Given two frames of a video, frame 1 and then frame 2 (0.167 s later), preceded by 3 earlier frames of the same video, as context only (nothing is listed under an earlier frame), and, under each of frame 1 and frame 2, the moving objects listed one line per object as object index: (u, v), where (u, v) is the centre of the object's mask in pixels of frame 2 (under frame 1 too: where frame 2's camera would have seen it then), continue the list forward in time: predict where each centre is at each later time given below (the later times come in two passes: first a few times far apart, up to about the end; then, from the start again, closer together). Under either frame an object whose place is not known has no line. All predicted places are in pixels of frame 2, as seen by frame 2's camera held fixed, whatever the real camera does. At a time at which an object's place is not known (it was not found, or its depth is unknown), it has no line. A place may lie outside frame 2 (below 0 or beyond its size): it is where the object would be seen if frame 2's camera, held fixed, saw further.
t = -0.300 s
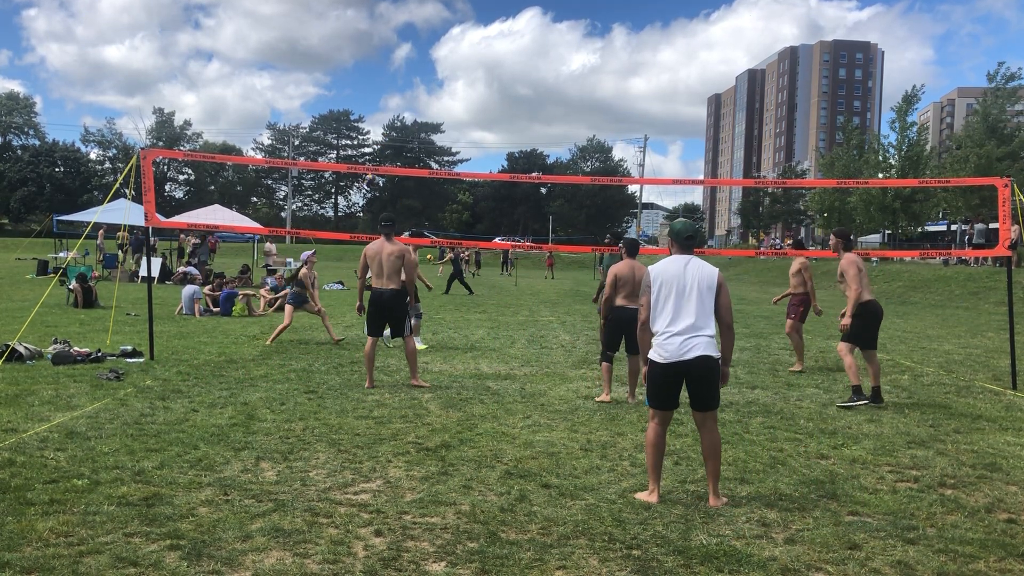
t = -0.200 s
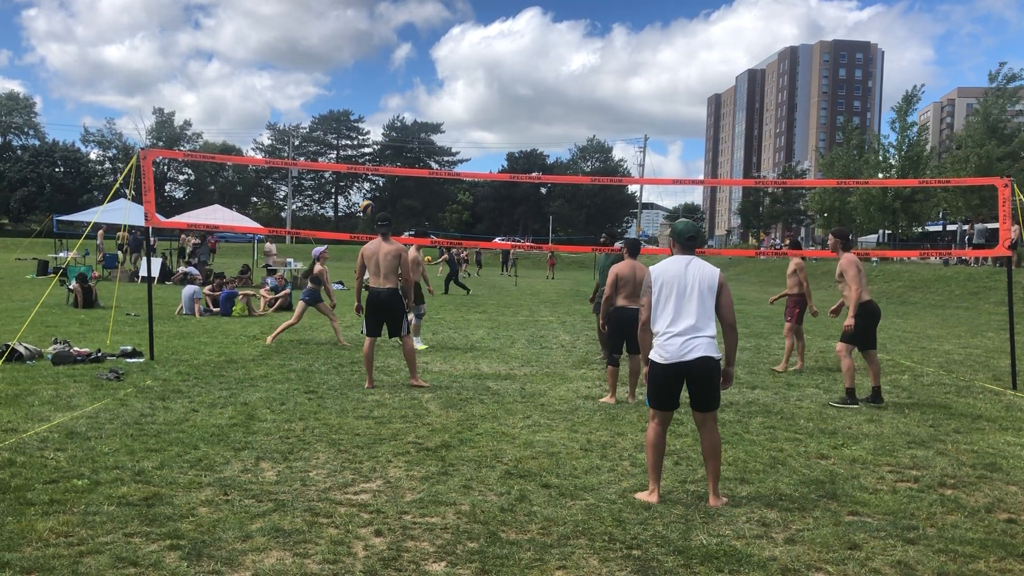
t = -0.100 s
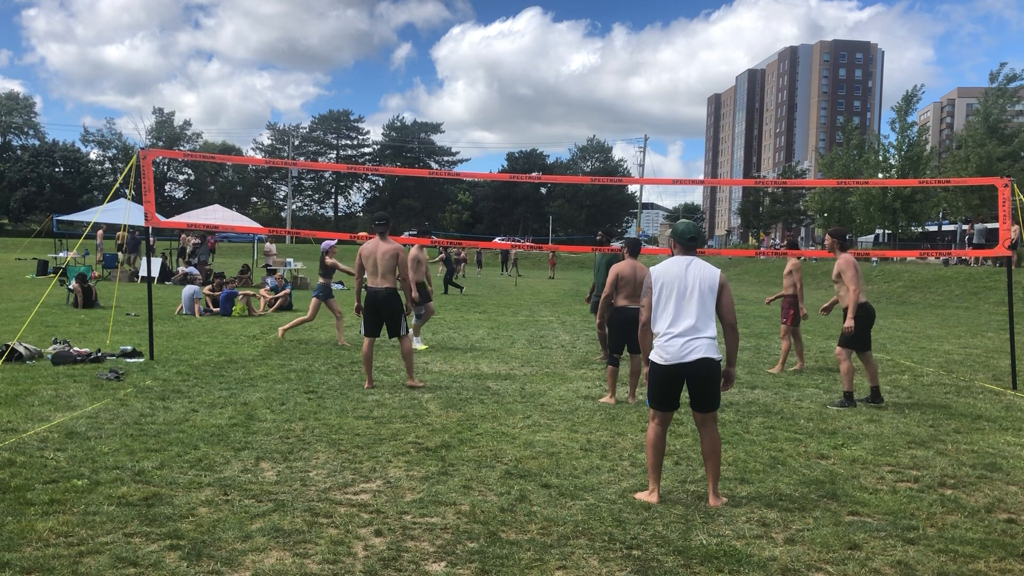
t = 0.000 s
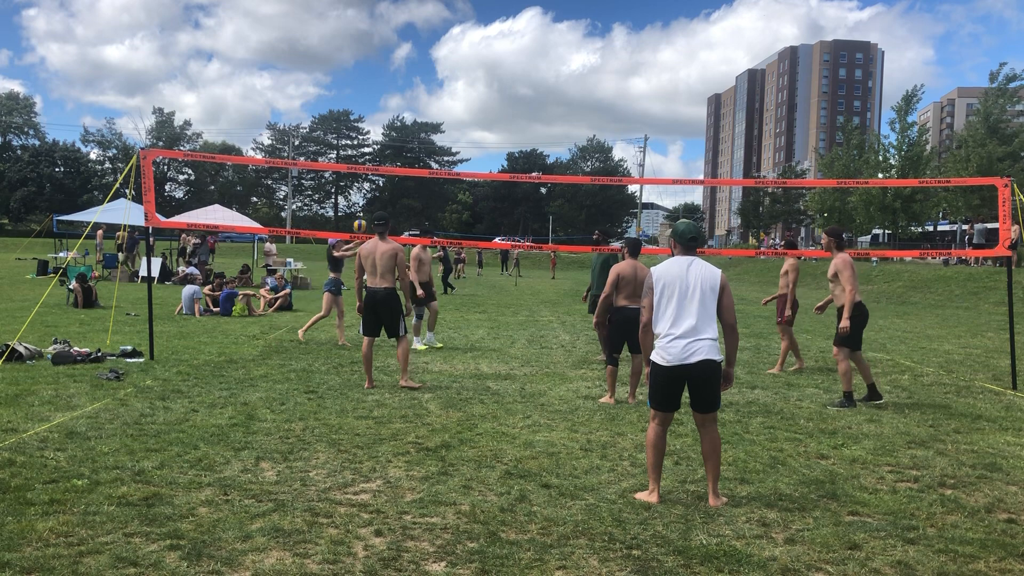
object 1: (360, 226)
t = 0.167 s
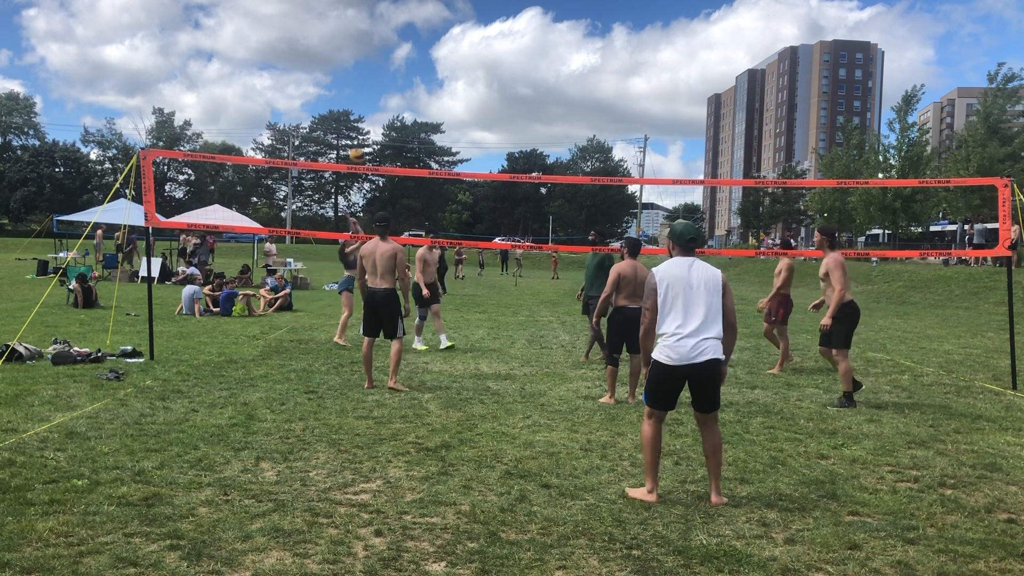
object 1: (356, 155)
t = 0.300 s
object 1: (353, 107)
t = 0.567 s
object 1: (342, 38)
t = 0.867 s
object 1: (324, 25)
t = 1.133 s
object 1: (301, 103)
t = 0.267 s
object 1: (354, 118)
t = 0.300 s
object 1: (353, 107)
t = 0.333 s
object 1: (352, 96)
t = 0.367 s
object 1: (350, 85)
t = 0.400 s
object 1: (349, 76)
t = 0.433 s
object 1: (348, 67)
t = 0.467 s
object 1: (347, 59)
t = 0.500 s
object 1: (345, 51)
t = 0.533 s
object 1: (344, 44)
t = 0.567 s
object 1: (342, 38)
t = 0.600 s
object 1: (341, 33)
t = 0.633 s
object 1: (339, 28)
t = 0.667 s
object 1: (337, 25)
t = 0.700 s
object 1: (335, 22)
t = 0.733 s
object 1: (333, 21)
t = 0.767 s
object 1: (331, 20)
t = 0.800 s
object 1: (329, 21)
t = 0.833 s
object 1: (327, 22)
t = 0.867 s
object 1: (324, 25)
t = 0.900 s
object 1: (322, 29)
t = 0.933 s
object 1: (319, 35)
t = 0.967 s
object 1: (316, 42)
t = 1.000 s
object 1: (314, 51)
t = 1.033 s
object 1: (311, 61)
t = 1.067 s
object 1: (307, 73)
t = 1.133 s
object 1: (301, 103)
